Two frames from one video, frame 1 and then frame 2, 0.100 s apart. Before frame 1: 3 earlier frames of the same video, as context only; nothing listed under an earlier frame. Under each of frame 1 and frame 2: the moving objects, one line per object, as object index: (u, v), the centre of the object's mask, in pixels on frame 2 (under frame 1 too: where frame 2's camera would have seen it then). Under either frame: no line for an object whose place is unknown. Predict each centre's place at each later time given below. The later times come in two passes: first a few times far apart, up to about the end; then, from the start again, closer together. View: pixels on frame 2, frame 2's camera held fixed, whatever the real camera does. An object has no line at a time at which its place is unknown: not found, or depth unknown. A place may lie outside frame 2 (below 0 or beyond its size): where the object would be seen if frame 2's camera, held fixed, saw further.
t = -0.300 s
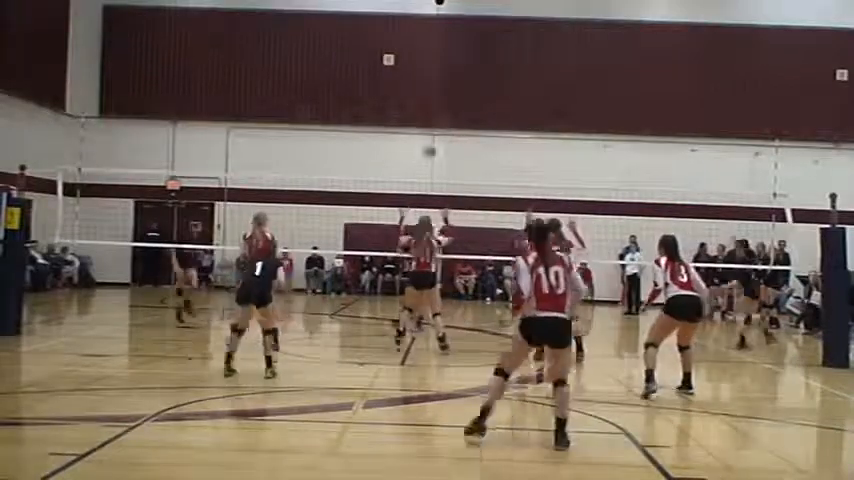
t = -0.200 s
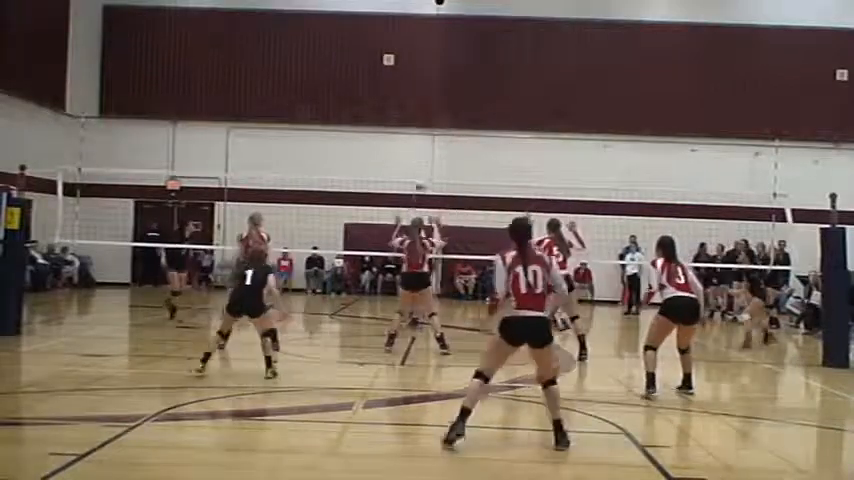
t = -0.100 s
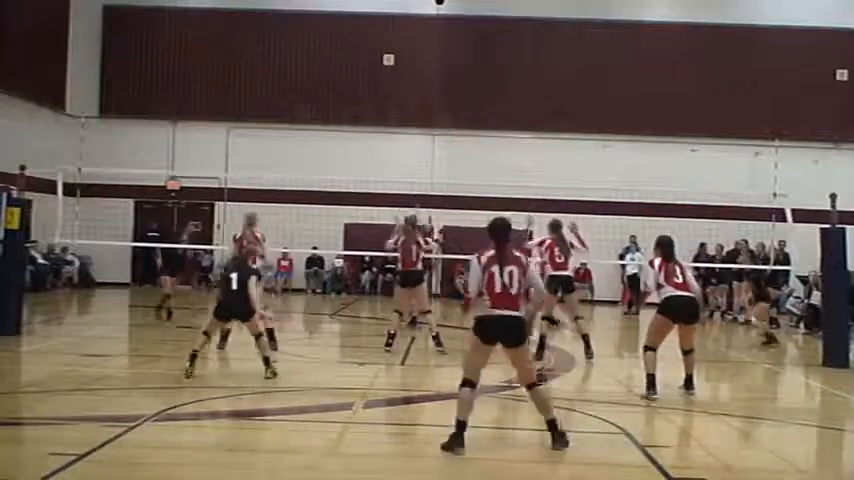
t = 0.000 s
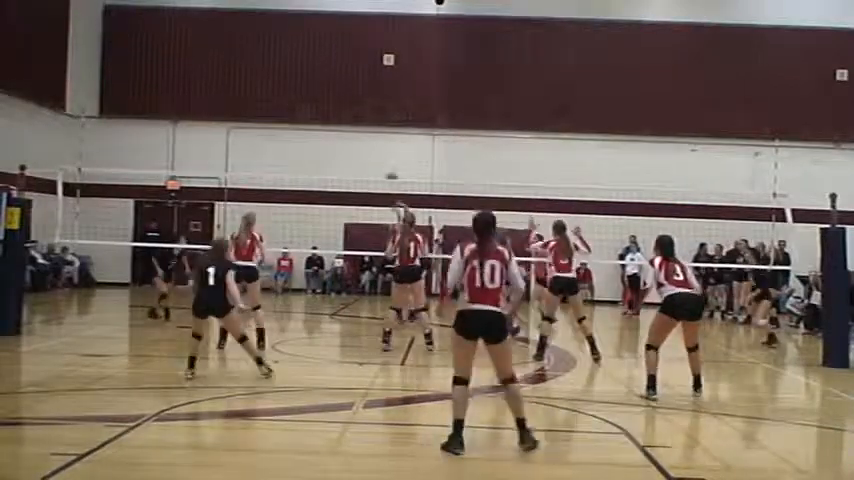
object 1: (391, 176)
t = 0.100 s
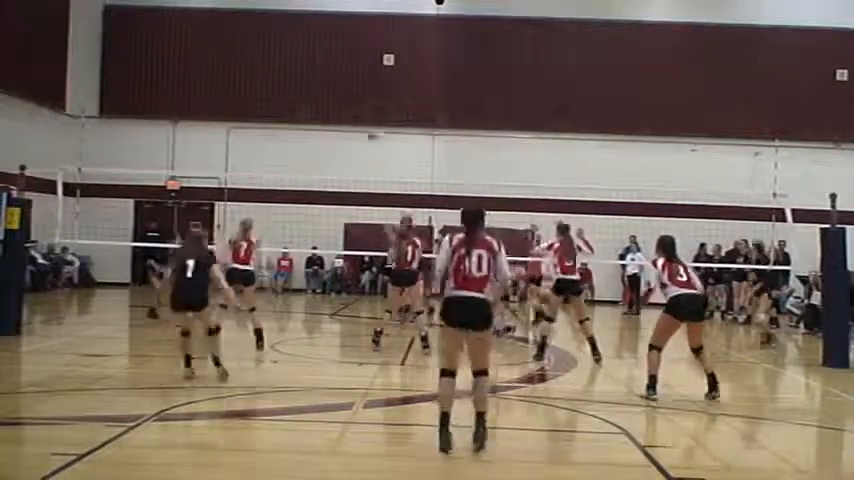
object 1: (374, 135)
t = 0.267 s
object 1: (343, 81)
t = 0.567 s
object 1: (288, 26)
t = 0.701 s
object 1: (263, 22)
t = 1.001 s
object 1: (205, 49)
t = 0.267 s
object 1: (343, 81)
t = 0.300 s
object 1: (337, 73)
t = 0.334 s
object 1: (328, 65)
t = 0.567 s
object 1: (288, 26)
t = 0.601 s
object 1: (280, 24)
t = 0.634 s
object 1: (274, 25)
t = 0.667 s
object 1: (268, 23)
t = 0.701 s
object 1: (263, 22)
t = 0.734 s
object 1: (255, 22)
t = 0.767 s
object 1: (249, 23)
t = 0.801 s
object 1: (244, 25)
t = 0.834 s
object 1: (236, 27)
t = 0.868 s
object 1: (230, 30)
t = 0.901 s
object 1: (224, 34)
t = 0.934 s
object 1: (218, 38)
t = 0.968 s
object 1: (210, 43)
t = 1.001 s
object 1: (205, 49)
